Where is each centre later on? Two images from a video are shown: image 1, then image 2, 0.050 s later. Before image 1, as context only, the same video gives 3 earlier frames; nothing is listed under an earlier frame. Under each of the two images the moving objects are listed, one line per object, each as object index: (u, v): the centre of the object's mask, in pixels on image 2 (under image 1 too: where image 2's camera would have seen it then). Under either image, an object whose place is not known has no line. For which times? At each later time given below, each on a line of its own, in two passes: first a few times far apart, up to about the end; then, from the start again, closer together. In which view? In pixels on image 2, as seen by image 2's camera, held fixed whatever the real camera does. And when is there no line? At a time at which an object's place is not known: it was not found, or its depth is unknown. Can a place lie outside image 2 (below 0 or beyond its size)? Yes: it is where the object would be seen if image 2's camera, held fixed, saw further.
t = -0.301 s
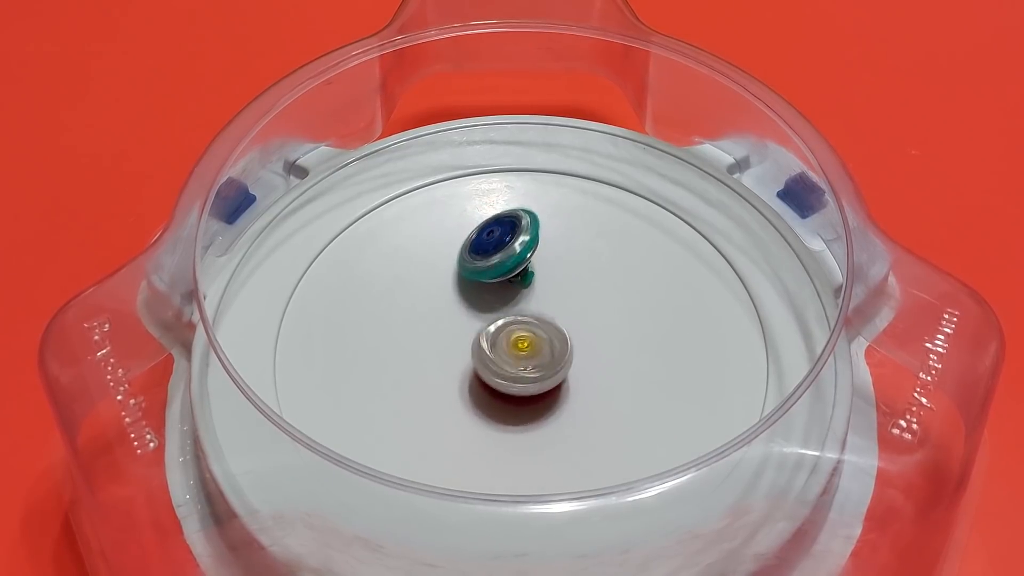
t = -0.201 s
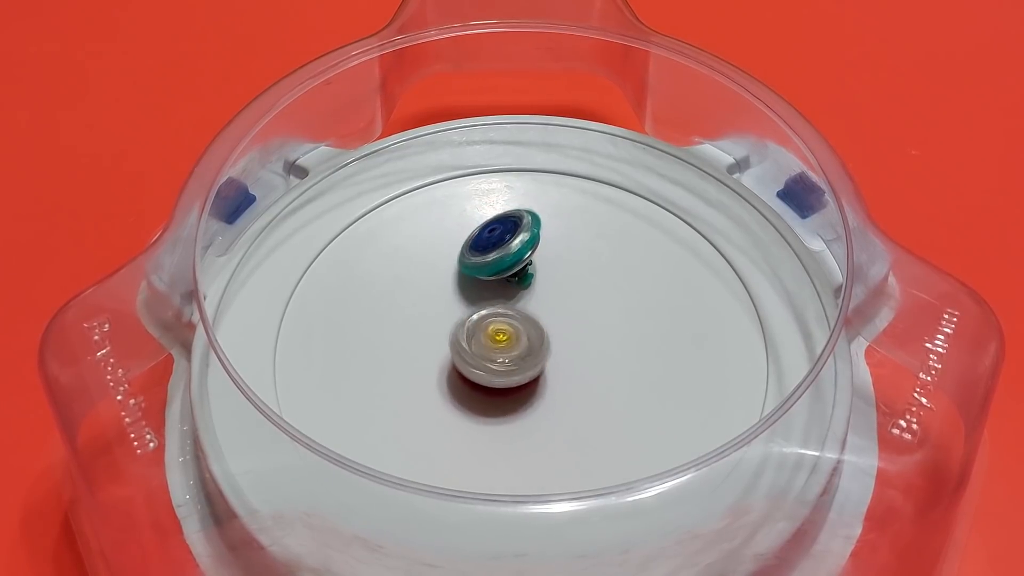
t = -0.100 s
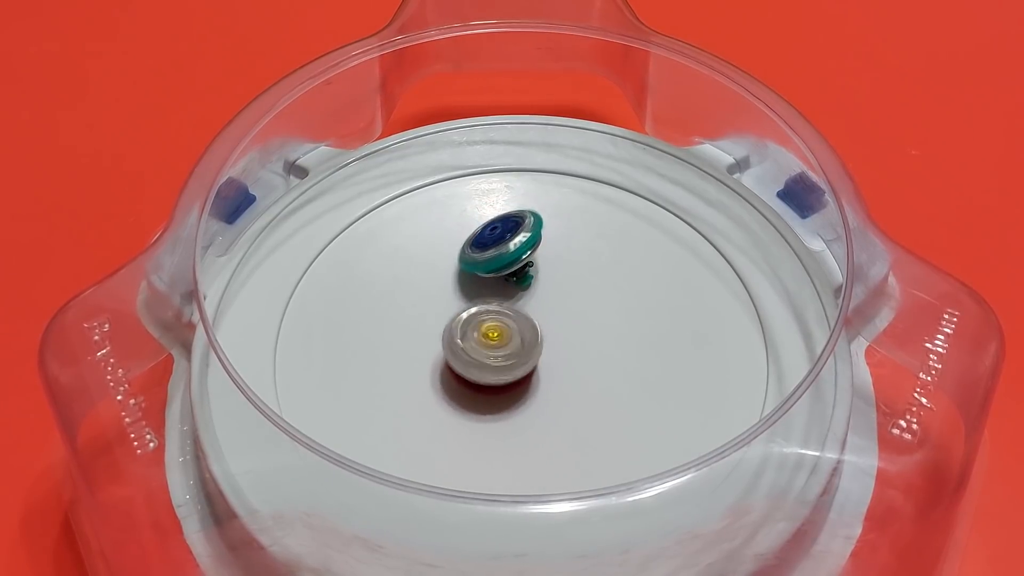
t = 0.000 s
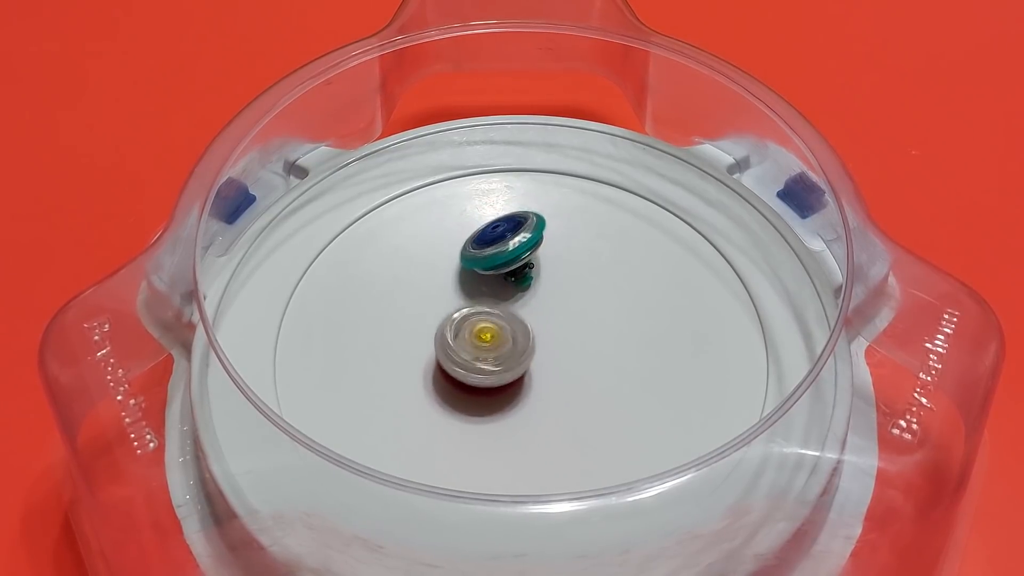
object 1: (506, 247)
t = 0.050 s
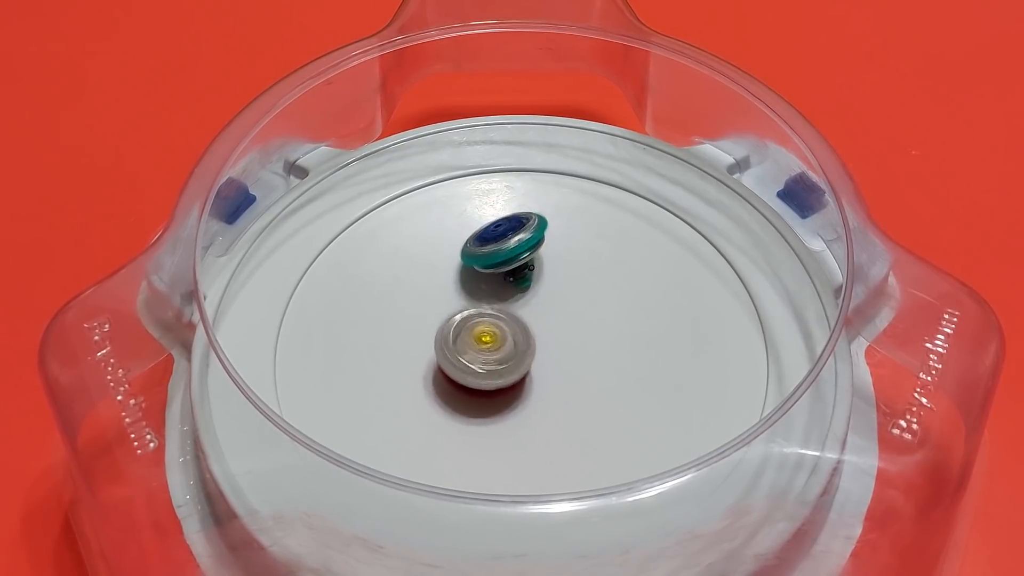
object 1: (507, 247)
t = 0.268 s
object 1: (512, 246)
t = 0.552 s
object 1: (522, 245)
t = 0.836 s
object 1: (532, 250)
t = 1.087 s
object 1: (541, 254)
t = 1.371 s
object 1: (551, 262)
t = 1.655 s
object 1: (559, 269)
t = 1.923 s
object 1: (564, 260)
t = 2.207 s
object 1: (542, 273)
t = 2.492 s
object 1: (530, 271)
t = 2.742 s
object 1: (523, 274)
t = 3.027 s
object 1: (516, 271)
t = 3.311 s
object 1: (515, 269)
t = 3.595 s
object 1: (520, 271)
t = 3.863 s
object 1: (526, 263)
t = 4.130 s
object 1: (538, 259)
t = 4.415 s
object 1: (552, 262)
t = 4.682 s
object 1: (566, 267)
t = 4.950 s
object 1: (567, 285)
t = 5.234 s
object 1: (568, 295)
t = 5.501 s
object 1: (554, 300)
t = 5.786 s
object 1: (544, 290)
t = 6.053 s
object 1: (530, 276)
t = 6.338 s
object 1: (542, 272)
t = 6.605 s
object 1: (550, 276)
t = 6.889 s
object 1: (552, 288)
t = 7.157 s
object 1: (565, 290)
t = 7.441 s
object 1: (581, 300)
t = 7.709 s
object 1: (583, 319)
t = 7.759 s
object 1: (583, 321)
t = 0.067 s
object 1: (507, 247)
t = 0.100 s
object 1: (508, 247)
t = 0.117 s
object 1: (509, 247)
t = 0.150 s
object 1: (509, 247)
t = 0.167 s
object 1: (509, 247)
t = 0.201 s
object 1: (510, 246)
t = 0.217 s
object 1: (510, 246)
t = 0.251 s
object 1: (511, 246)
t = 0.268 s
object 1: (512, 246)
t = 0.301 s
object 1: (513, 246)
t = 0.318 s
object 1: (514, 246)
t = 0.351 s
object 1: (515, 245)
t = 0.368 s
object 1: (515, 246)
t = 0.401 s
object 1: (517, 246)
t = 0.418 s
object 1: (517, 246)
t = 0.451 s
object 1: (518, 245)
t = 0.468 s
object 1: (519, 245)
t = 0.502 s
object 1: (520, 246)
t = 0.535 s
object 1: (521, 245)
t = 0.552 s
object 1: (522, 245)
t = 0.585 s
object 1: (523, 246)
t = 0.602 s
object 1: (524, 246)
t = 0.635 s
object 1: (525, 246)
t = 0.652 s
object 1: (526, 246)
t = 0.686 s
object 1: (527, 247)
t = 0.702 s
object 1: (528, 248)
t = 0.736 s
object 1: (529, 248)
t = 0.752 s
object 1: (529, 248)
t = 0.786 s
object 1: (531, 249)
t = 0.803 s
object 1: (531, 249)
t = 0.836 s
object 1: (532, 250)
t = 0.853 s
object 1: (533, 250)
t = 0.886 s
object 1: (534, 251)
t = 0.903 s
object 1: (534, 251)
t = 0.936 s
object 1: (536, 252)
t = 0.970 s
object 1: (537, 253)
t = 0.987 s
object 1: (538, 253)
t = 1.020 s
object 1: (539, 254)
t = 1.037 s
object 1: (539, 254)
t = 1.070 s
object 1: (541, 254)
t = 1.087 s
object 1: (541, 254)
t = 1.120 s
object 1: (542, 254)
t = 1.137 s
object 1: (543, 254)
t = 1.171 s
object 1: (549, 252)
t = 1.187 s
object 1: (550, 252)
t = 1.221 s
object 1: (549, 255)
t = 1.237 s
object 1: (548, 257)
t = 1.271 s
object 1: (549, 258)
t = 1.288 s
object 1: (550, 259)
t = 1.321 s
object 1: (550, 261)
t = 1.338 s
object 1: (550, 262)
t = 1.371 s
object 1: (551, 262)
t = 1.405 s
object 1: (551, 263)
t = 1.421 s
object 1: (551, 264)
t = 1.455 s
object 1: (551, 265)
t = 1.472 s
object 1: (551, 265)
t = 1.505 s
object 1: (552, 265)
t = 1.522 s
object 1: (552, 266)
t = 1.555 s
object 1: (558, 264)
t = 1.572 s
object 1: (560, 265)
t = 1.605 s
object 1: (560, 265)
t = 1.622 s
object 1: (559, 267)
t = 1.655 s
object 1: (559, 269)
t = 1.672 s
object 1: (558, 270)
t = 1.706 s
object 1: (558, 271)
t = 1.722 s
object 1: (557, 271)
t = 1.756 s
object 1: (557, 272)
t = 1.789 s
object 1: (556, 273)
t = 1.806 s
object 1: (556, 274)
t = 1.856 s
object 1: (556, 274)
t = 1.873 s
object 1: (559, 270)
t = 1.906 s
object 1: (563, 262)
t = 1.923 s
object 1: (564, 260)
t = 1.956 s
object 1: (563, 260)
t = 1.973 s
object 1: (563, 261)
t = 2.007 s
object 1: (560, 263)
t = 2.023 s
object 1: (558, 265)
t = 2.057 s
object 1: (554, 268)
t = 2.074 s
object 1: (552, 269)
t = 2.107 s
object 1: (549, 270)
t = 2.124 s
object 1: (547, 271)
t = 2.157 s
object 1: (545, 272)
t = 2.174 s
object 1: (544, 272)
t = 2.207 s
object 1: (542, 273)
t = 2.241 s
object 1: (541, 273)
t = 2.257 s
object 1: (540, 273)
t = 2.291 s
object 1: (538, 273)
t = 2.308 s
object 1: (538, 272)
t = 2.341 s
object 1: (536, 272)
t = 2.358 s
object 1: (535, 271)
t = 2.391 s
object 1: (533, 271)
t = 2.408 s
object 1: (532, 271)
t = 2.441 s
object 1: (531, 271)
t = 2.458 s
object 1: (530, 271)
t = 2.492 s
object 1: (530, 271)
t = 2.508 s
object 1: (529, 271)
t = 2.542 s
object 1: (529, 272)
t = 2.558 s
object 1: (528, 272)
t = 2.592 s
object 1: (528, 273)
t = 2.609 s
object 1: (527, 273)
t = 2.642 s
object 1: (526, 274)
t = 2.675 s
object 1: (525, 274)
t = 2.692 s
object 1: (524, 274)
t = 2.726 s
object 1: (523, 274)
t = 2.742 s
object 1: (523, 274)
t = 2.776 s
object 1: (522, 275)
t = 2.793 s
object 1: (521, 275)
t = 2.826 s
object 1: (520, 275)
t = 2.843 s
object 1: (519, 275)
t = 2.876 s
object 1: (518, 275)
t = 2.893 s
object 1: (518, 274)
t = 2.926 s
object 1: (517, 273)
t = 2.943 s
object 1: (517, 273)
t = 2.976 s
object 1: (516, 273)
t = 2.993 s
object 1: (517, 272)
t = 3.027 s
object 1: (516, 271)
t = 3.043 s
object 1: (514, 273)
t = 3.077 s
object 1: (513, 273)
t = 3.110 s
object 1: (513, 274)
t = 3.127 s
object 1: (513, 275)
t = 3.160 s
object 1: (513, 274)
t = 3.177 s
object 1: (514, 273)
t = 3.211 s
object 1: (513, 273)
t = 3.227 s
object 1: (513, 273)
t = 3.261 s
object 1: (513, 272)
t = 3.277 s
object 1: (513, 271)
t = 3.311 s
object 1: (515, 269)
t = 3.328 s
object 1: (517, 268)
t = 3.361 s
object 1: (519, 264)
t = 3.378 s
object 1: (519, 264)
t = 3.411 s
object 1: (518, 265)
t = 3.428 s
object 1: (518, 266)
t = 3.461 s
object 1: (519, 268)
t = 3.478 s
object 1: (519, 269)
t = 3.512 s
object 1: (519, 270)
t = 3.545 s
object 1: (520, 271)
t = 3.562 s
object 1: (520, 271)
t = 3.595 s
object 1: (520, 271)
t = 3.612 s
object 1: (520, 270)
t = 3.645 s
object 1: (521, 270)
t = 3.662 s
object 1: (522, 269)
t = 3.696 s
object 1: (522, 269)
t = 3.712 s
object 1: (523, 268)
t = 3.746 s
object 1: (523, 267)
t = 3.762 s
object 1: (524, 266)
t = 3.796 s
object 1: (525, 265)
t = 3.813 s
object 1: (525, 264)
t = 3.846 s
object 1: (526, 263)
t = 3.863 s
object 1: (526, 263)
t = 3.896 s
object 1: (528, 262)
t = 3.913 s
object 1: (529, 262)
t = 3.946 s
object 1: (530, 261)
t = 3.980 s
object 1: (531, 261)
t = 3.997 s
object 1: (532, 260)
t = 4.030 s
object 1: (534, 260)
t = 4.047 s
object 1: (534, 259)
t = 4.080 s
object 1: (536, 260)
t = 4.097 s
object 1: (537, 259)
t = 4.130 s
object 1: (538, 259)
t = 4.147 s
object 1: (540, 259)
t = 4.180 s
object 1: (541, 259)
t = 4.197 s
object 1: (542, 259)
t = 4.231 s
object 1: (543, 260)
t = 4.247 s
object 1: (545, 260)
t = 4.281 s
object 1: (546, 261)
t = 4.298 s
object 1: (546, 261)
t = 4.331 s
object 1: (548, 261)
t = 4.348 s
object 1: (549, 261)
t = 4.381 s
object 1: (551, 262)
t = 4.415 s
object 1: (552, 262)
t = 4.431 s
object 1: (553, 263)
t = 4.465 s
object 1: (555, 263)
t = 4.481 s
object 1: (555, 264)
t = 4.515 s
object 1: (557, 265)
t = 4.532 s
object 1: (557, 266)
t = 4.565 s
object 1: (558, 268)
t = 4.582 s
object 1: (559, 268)
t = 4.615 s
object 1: (560, 269)
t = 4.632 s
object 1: (562, 268)
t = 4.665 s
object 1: (567, 264)
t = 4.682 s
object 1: (566, 267)
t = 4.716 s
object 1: (564, 270)
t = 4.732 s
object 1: (564, 272)
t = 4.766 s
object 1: (565, 275)
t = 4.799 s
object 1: (566, 277)
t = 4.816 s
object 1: (566, 278)
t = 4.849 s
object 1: (566, 280)
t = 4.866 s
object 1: (567, 281)
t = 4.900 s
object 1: (567, 282)
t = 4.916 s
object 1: (567, 283)
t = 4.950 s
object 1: (567, 285)
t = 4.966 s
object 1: (568, 285)
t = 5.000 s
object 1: (568, 286)
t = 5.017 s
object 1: (568, 287)
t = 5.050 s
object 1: (571, 288)
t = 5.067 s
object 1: (571, 288)
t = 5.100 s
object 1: (569, 289)
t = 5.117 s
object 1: (569, 290)
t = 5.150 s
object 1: (572, 291)
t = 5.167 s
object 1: (572, 291)
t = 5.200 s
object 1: (570, 292)
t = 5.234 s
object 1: (568, 295)
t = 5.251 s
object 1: (567, 295)
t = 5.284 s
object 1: (565, 297)
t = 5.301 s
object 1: (566, 297)
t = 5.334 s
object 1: (572, 295)
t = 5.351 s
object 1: (572, 294)
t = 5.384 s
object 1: (571, 294)
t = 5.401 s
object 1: (570, 295)
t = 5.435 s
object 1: (565, 297)
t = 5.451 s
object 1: (562, 298)
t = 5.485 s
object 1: (557, 299)
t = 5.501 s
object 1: (554, 300)
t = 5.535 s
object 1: (551, 300)
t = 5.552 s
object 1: (550, 299)
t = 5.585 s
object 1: (547, 299)
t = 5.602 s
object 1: (547, 299)
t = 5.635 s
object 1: (548, 297)
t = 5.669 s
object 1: (551, 291)
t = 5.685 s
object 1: (552, 292)
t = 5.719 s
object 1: (551, 292)
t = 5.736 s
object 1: (549, 292)
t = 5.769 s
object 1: (545, 291)
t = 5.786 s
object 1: (544, 290)
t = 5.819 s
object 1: (541, 288)
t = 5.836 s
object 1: (540, 288)
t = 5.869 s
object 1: (538, 286)
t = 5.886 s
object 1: (536, 286)
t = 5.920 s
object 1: (534, 285)
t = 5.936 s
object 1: (533, 284)
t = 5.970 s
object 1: (532, 282)
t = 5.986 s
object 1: (532, 280)
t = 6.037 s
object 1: (530, 277)
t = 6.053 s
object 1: (530, 276)
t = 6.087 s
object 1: (535, 272)
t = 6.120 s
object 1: (539, 268)
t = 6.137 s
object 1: (539, 267)
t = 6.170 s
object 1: (537, 269)
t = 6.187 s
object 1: (537, 269)
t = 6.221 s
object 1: (538, 270)
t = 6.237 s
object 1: (539, 271)
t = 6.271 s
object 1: (540, 273)
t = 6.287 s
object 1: (540, 272)
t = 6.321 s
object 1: (541, 273)
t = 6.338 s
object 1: (542, 272)
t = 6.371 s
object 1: (543, 272)
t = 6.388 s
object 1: (544, 271)
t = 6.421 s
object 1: (545, 270)
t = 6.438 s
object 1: (546, 270)
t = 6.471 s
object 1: (547, 270)
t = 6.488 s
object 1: (548, 269)
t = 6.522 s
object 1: (548, 269)
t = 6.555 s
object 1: (549, 271)
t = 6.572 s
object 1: (549, 272)
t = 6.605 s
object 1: (550, 276)
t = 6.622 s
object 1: (552, 278)
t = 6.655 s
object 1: (553, 280)
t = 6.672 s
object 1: (554, 281)
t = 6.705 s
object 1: (554, 282)
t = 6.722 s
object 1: (554, 283)
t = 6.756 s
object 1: (555, 287)
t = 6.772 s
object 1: (554, 286)
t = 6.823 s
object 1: (555, 286)
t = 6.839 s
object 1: (554, 286)
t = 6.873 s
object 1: (553, 286)
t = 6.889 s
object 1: (552, 288)
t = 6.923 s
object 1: (553, 289)
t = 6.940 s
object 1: (552, 289)
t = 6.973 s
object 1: (553, 288)
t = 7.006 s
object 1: (555, 288)
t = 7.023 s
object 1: (557, 289)
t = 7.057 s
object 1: (559, 289)
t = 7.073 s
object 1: (560, 289)
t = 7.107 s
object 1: (562, 289)
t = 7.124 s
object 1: (562, 289)
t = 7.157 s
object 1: (565, 290)
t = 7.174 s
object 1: (566, 290)
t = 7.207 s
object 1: (568, 290)
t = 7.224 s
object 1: (569, 291)
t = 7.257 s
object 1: (572, 291)
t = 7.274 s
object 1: (573, 292)
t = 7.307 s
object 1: (574, 293)
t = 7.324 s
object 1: (575, 294)
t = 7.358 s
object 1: (577, 295)
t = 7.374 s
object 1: (578, 296)
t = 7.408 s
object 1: (581, 297)
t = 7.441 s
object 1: (581, 300)
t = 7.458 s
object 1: (584, 301)
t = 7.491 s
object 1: (590, 304)
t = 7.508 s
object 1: (590, 304)
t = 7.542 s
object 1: (588, 308)
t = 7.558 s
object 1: (587, 310)
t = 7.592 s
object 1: (586, 311)
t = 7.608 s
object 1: (586, 312)
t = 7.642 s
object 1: (585, 315)
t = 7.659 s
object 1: (584, 315)
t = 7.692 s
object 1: (584, 317)
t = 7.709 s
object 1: (583, 319)
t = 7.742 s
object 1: (582, 320)
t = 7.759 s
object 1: (583, 321)
